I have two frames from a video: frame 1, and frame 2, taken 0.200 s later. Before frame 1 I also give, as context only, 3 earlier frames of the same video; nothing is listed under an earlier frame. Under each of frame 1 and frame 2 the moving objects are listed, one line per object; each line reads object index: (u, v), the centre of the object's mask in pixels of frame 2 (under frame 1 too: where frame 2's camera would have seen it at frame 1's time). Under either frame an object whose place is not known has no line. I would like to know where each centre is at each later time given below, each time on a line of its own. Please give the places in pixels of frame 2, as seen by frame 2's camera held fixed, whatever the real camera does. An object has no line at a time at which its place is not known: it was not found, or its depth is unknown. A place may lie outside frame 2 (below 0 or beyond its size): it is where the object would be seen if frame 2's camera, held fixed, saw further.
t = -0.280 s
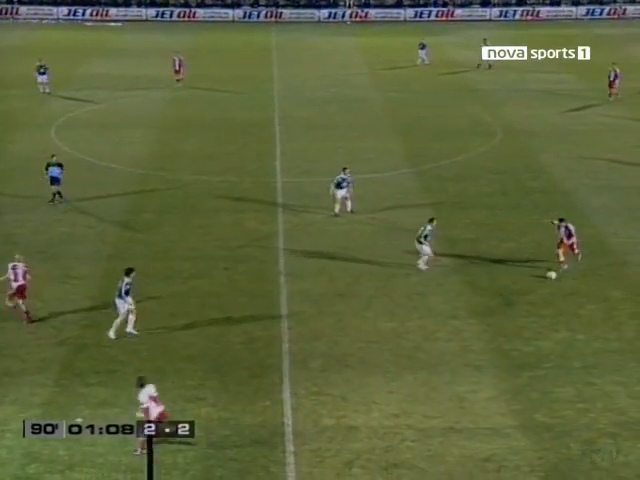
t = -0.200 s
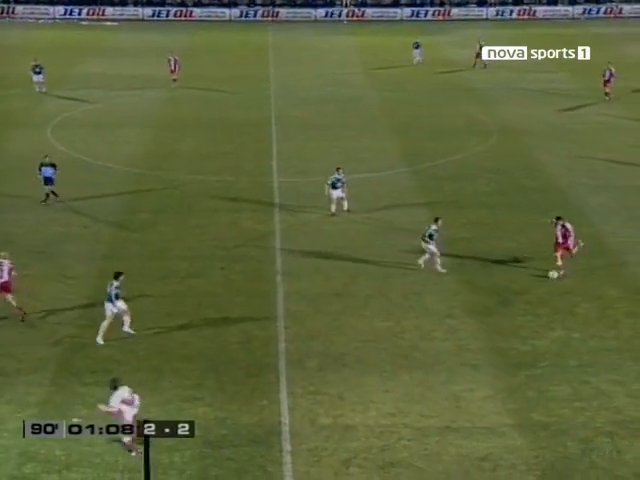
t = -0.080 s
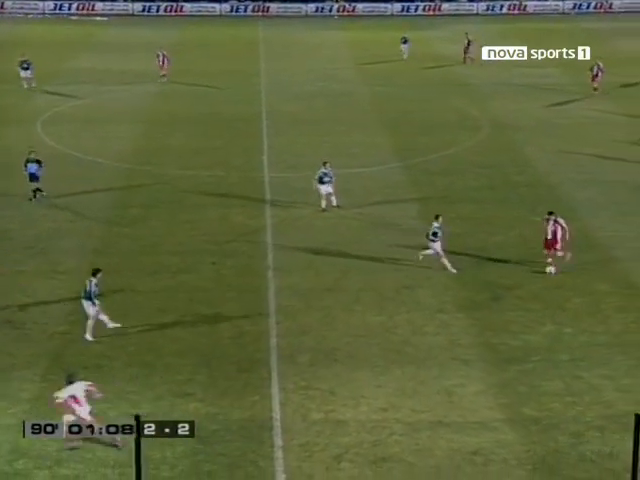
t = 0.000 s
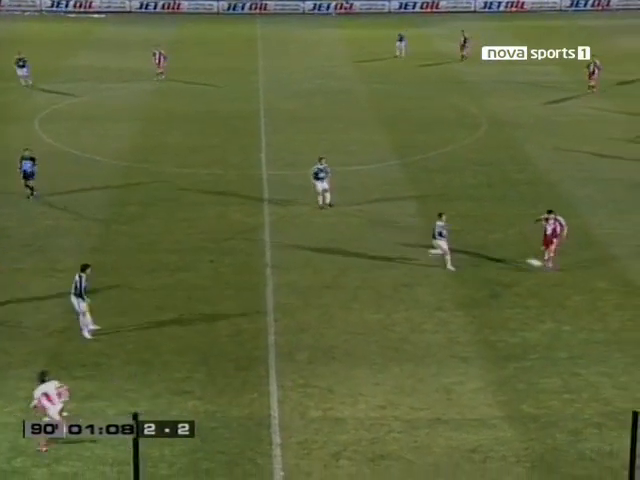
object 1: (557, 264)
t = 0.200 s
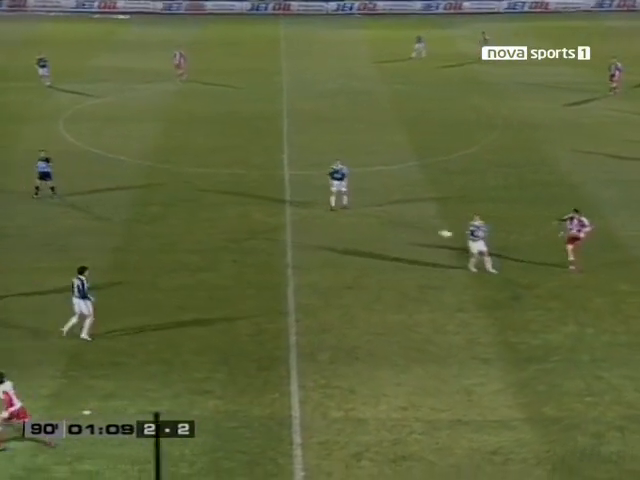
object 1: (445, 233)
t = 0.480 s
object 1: (284, 209)
